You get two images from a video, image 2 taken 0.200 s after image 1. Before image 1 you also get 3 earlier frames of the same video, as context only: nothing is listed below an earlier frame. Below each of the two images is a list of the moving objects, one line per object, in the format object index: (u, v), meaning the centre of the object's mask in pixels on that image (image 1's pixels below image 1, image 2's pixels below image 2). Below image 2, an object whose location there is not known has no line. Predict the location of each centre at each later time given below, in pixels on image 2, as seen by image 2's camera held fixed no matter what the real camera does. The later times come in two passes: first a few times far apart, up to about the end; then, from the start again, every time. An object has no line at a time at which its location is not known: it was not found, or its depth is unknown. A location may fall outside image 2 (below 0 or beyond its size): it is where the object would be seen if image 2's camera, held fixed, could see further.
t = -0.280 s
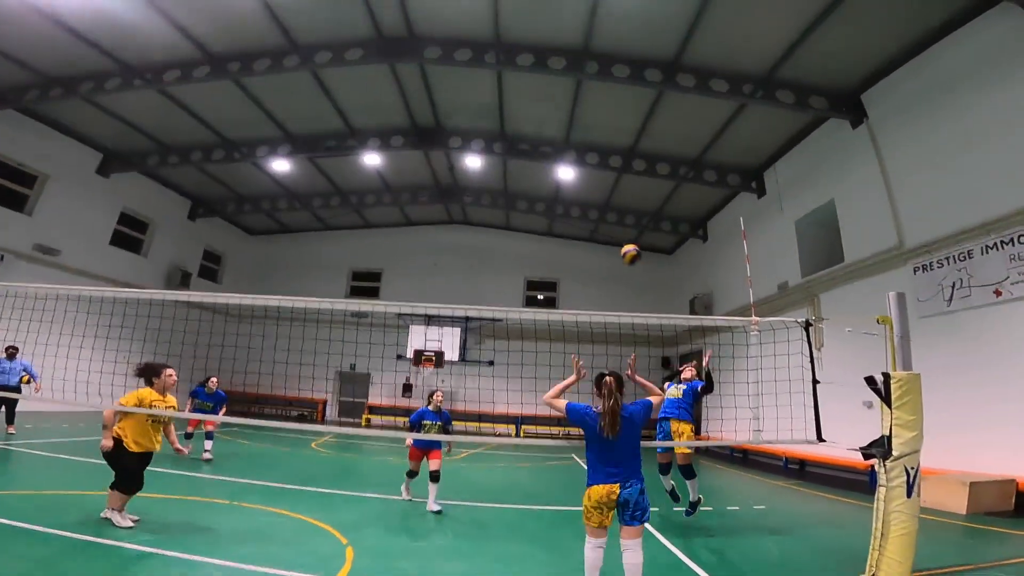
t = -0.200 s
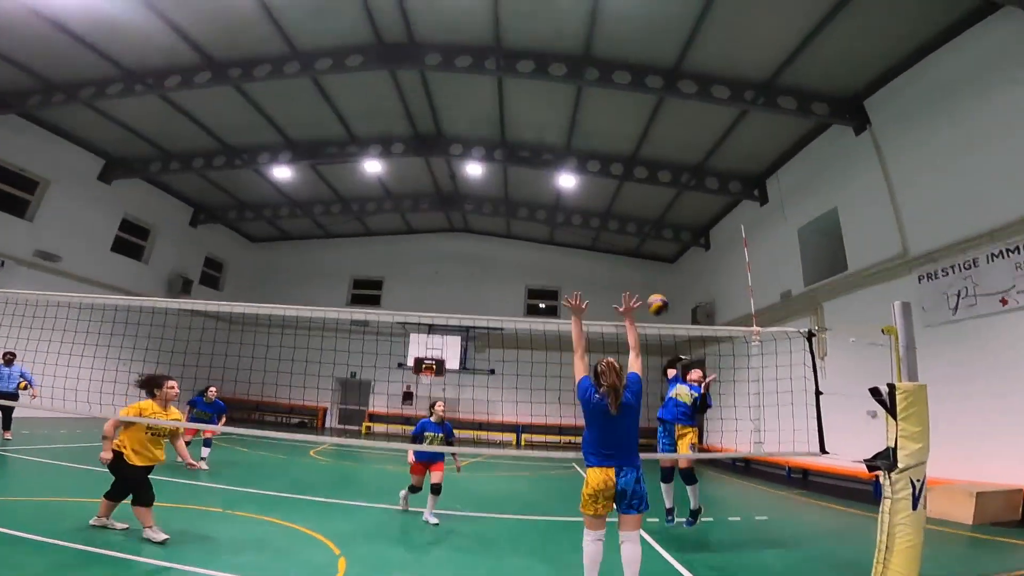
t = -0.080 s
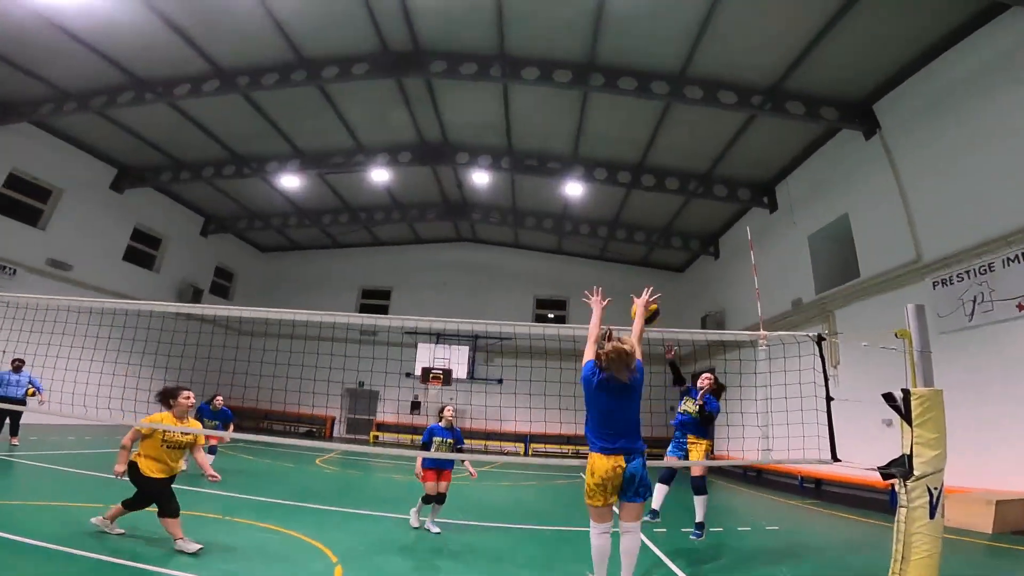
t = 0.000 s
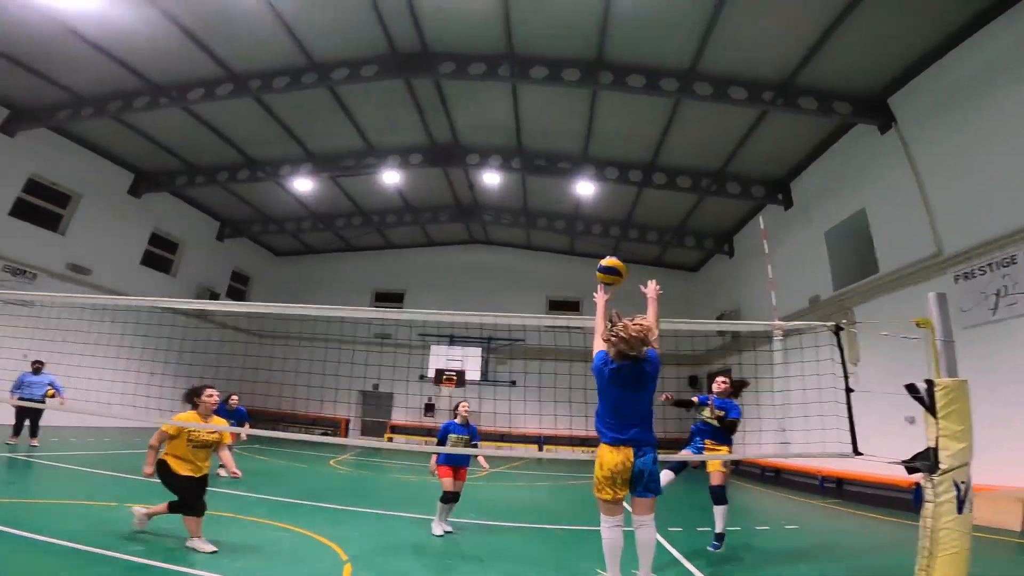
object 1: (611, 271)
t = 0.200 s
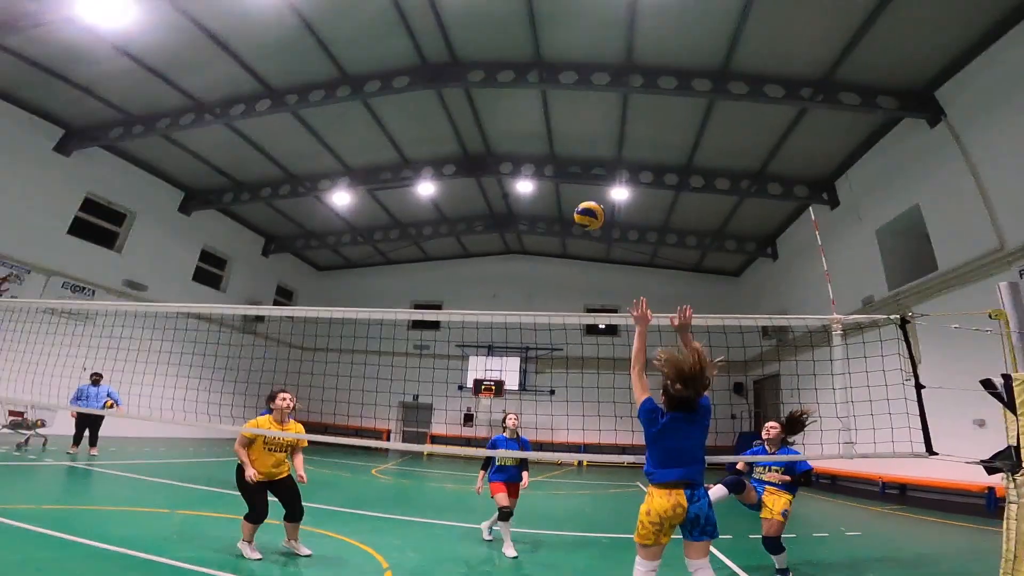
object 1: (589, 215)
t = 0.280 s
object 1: (569, 209)
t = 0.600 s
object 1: (491, 285)
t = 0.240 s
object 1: (579, 212)
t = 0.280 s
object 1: (569, 209)
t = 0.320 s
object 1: (559, 209)
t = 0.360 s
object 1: (550, 213)
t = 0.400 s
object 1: (540, 219)
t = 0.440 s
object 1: (532, 227)
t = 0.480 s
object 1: (523, 237)
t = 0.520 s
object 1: (512, 251)
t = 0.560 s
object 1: (502, 266)
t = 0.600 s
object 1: (491, 285)
